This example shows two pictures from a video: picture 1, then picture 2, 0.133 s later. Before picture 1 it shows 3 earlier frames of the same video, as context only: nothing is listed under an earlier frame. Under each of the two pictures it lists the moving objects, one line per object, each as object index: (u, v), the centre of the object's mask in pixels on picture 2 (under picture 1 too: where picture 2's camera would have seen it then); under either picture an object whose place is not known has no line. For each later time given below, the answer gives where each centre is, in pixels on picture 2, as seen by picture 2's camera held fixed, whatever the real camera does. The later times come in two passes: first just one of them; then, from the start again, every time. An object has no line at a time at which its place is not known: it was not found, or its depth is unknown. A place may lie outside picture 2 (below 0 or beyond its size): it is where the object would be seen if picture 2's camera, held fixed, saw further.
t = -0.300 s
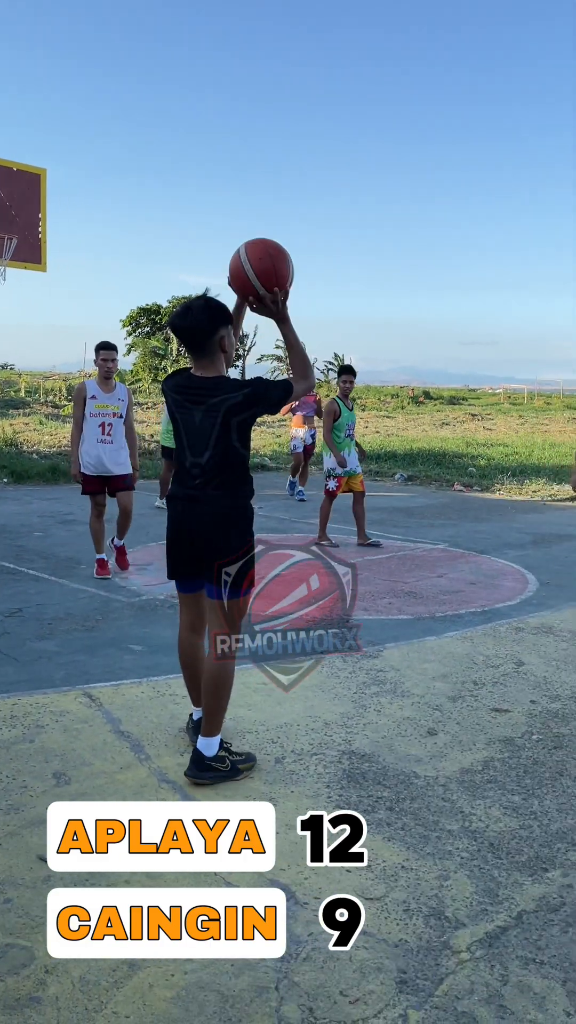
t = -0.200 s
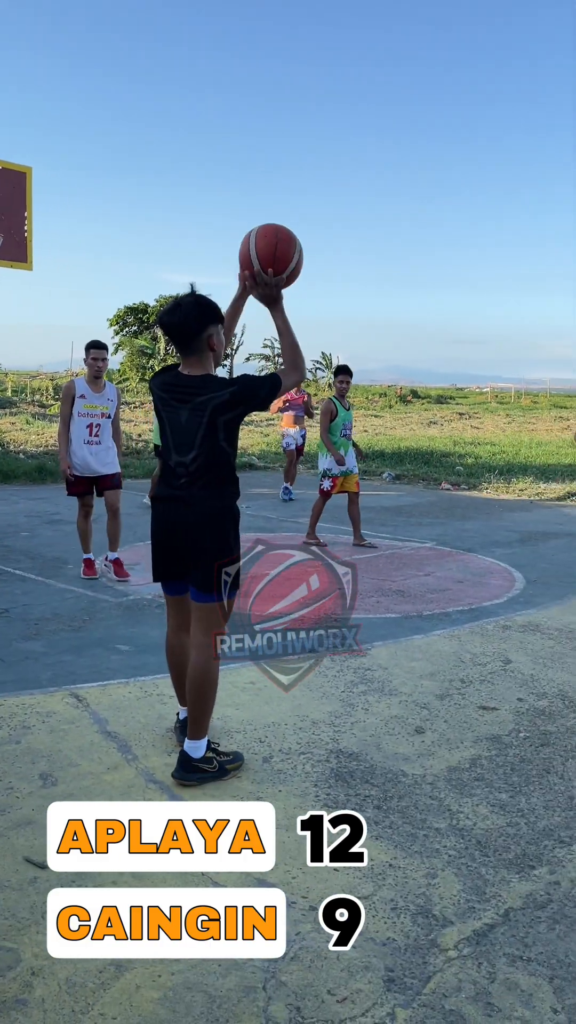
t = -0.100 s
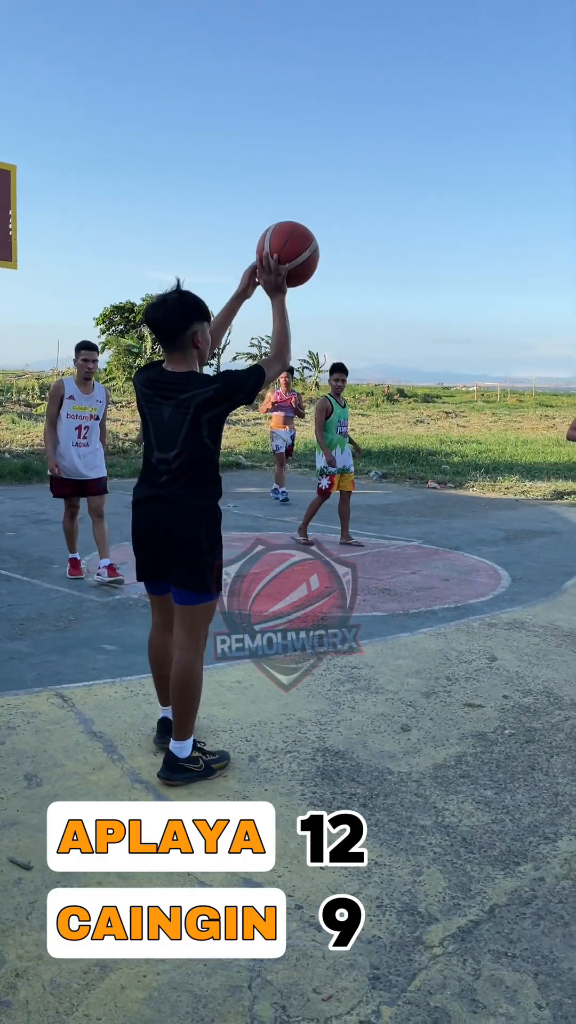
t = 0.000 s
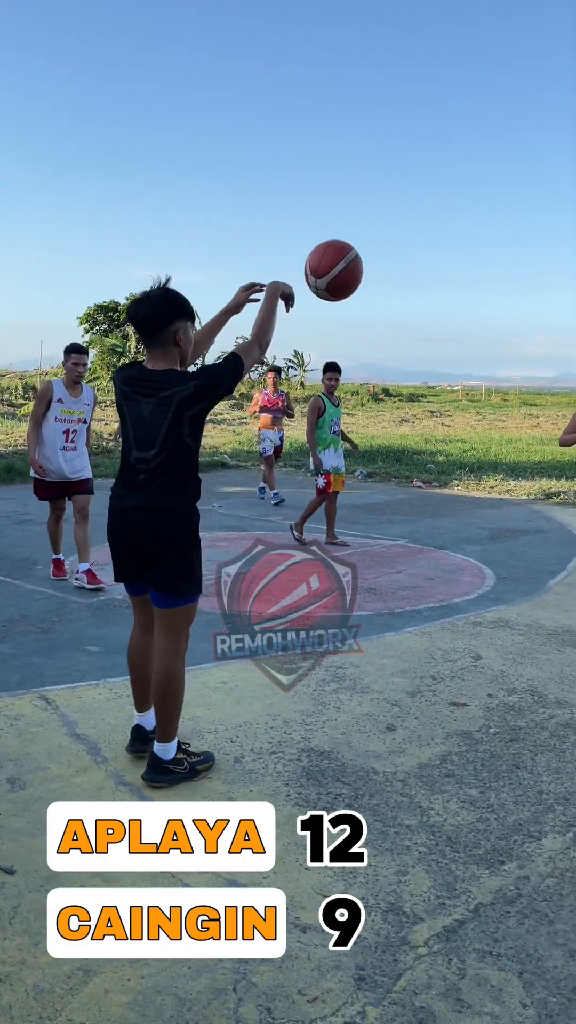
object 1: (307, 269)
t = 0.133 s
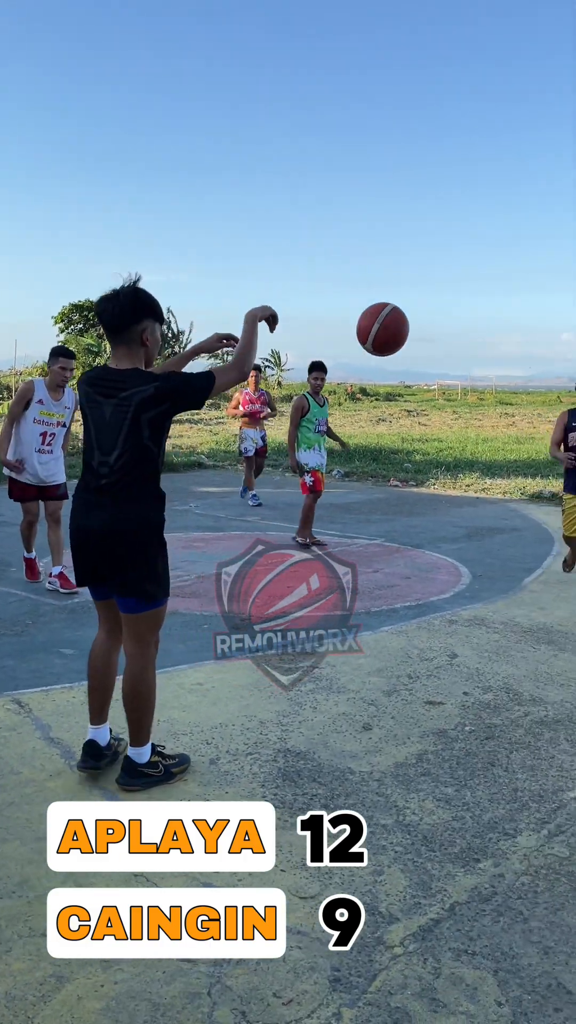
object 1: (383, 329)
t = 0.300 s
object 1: (452, 435)
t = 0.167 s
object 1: (398, 348)
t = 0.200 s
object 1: (413, 368)
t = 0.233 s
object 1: (427, 390)
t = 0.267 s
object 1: (439, 412)
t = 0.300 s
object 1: (452, 435)
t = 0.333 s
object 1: (464, 459)
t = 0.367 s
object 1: (475, 484)
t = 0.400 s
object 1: (486, 510)
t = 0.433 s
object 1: (497, 536)
